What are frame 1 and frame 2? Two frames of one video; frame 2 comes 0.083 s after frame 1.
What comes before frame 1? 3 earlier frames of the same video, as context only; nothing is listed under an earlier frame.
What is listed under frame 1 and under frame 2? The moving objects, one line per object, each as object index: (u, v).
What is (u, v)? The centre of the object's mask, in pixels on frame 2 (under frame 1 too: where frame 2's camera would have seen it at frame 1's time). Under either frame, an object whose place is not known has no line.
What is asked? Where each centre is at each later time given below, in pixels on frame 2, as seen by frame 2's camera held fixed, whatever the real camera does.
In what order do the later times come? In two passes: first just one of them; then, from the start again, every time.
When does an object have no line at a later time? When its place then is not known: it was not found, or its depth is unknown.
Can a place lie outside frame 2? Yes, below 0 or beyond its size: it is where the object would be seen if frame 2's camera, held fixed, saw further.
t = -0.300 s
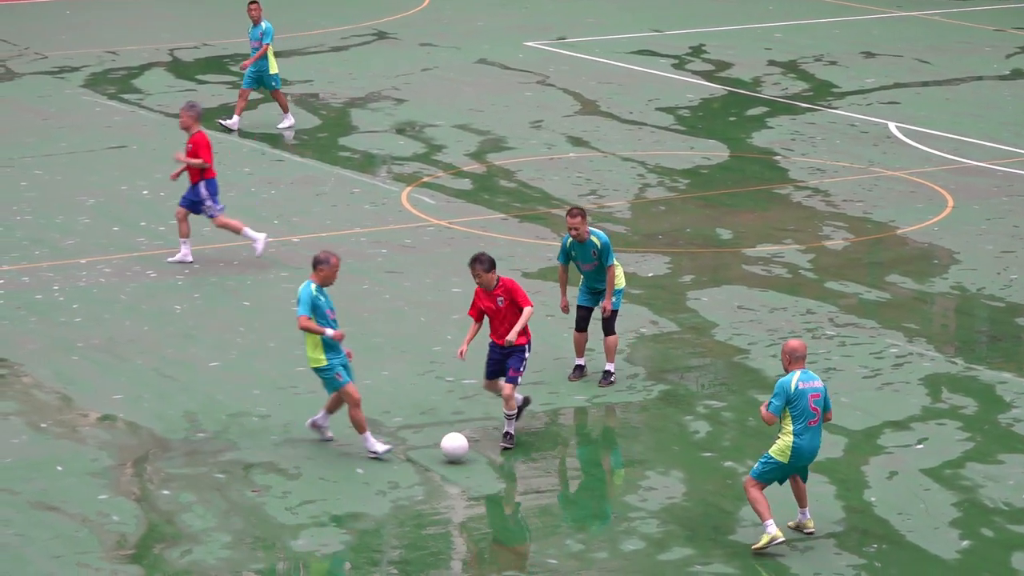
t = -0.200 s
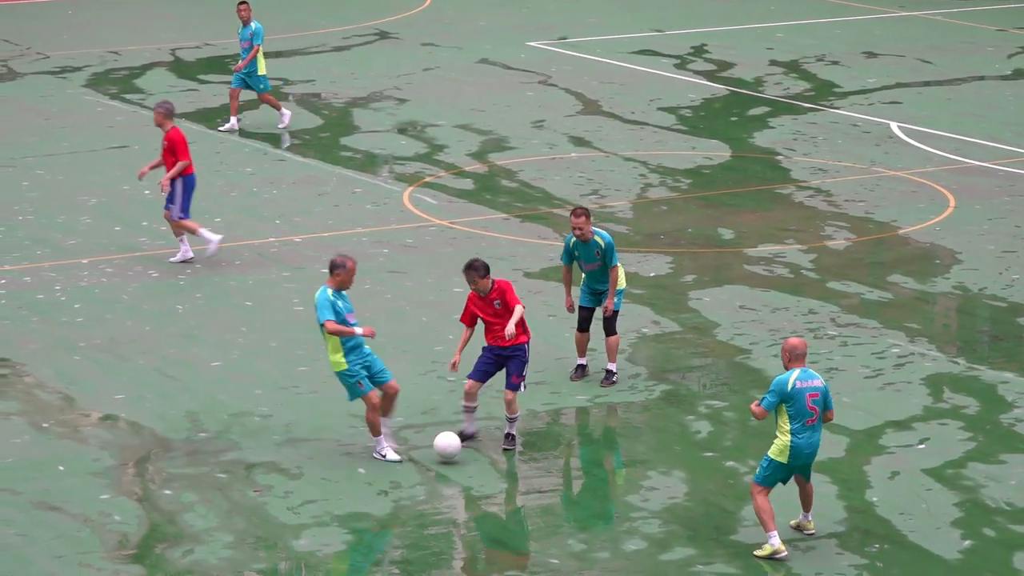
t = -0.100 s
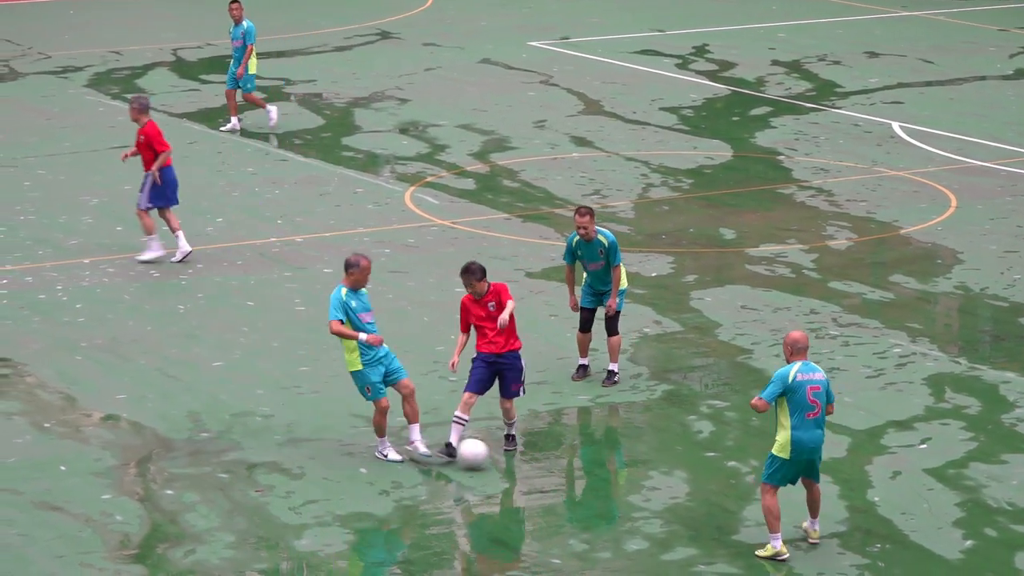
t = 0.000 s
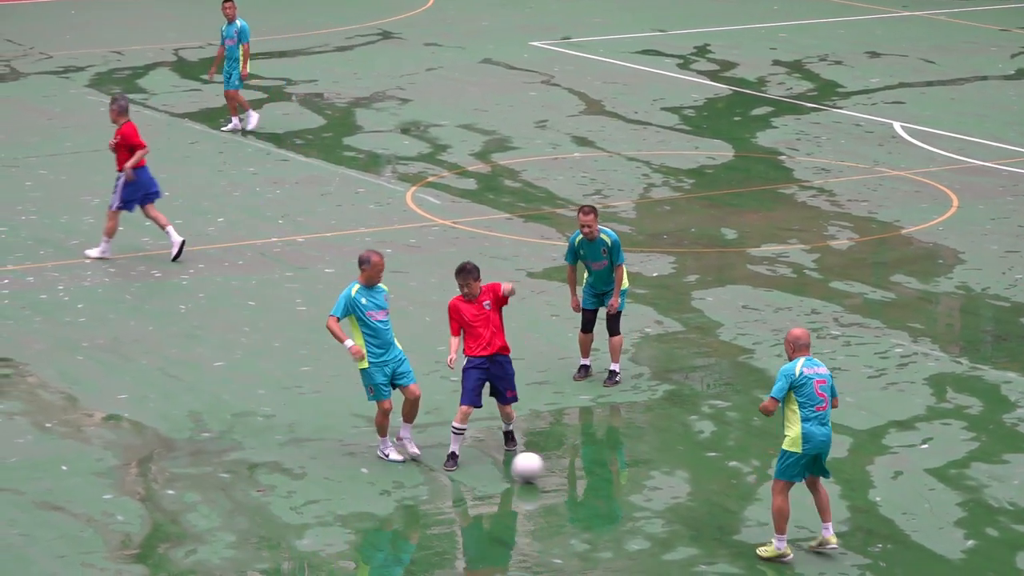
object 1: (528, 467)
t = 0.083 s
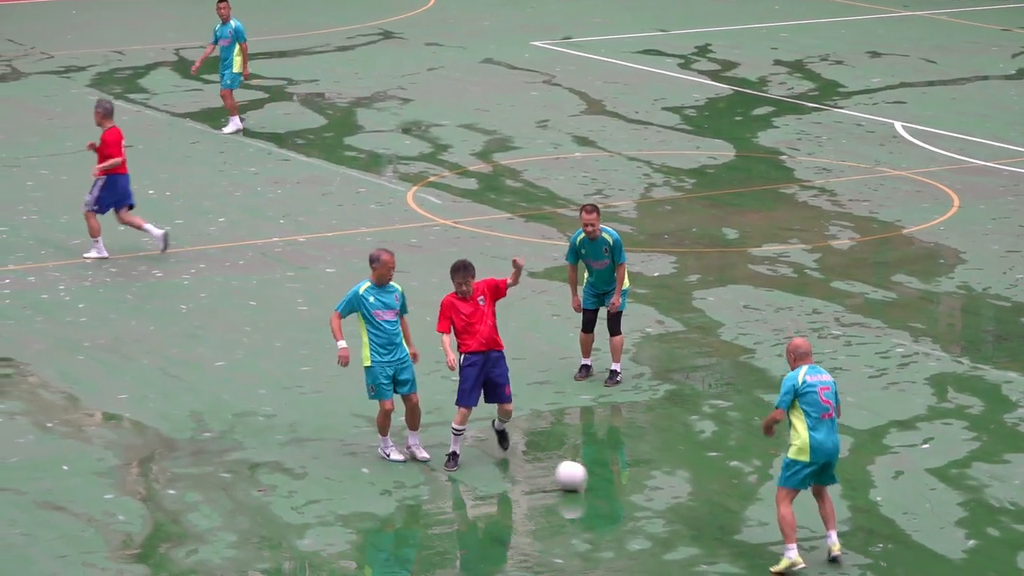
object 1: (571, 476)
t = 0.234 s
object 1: (641, 491)
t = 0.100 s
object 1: (579, 478)
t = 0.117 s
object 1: (587, 479)
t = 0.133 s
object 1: (594, 481)
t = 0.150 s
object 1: (603, 483)
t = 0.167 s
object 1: (611, 485)
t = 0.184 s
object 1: (619, 487)
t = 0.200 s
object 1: (627, 488)
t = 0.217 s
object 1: (634, 490)
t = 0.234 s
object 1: (641, 491)
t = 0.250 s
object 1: (649, 494)
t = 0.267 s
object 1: (656, 495)
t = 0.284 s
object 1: (663, 496)
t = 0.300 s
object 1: (669, 498)
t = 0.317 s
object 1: (676, 499)
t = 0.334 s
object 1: (683, 501)
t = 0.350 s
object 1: (689, 502)
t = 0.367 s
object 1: (695, 504)
